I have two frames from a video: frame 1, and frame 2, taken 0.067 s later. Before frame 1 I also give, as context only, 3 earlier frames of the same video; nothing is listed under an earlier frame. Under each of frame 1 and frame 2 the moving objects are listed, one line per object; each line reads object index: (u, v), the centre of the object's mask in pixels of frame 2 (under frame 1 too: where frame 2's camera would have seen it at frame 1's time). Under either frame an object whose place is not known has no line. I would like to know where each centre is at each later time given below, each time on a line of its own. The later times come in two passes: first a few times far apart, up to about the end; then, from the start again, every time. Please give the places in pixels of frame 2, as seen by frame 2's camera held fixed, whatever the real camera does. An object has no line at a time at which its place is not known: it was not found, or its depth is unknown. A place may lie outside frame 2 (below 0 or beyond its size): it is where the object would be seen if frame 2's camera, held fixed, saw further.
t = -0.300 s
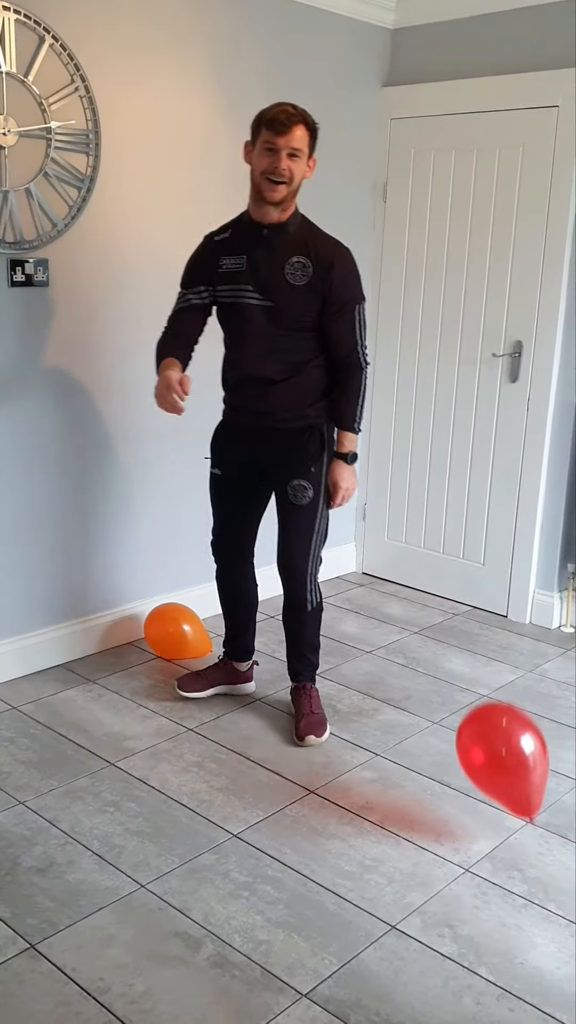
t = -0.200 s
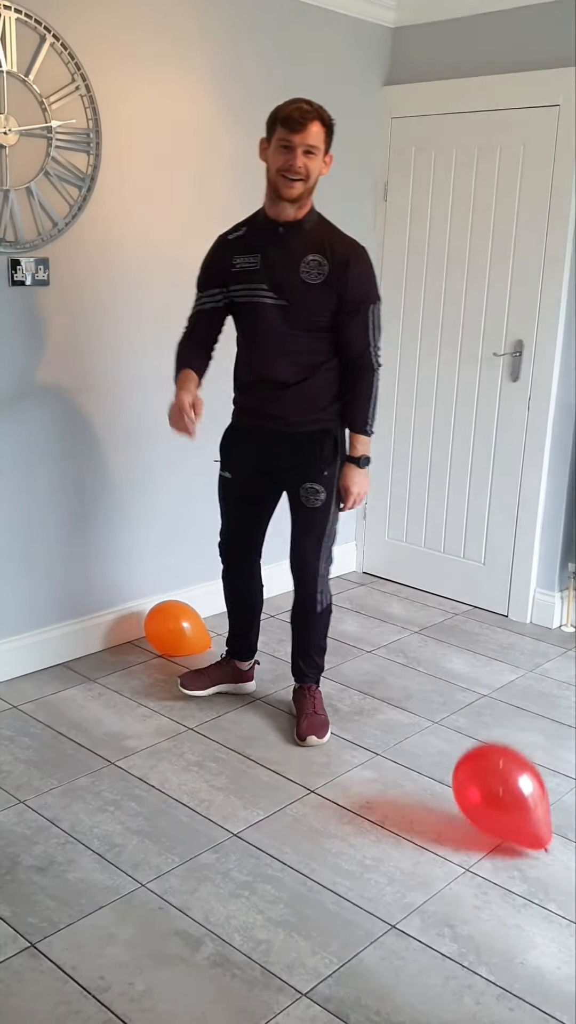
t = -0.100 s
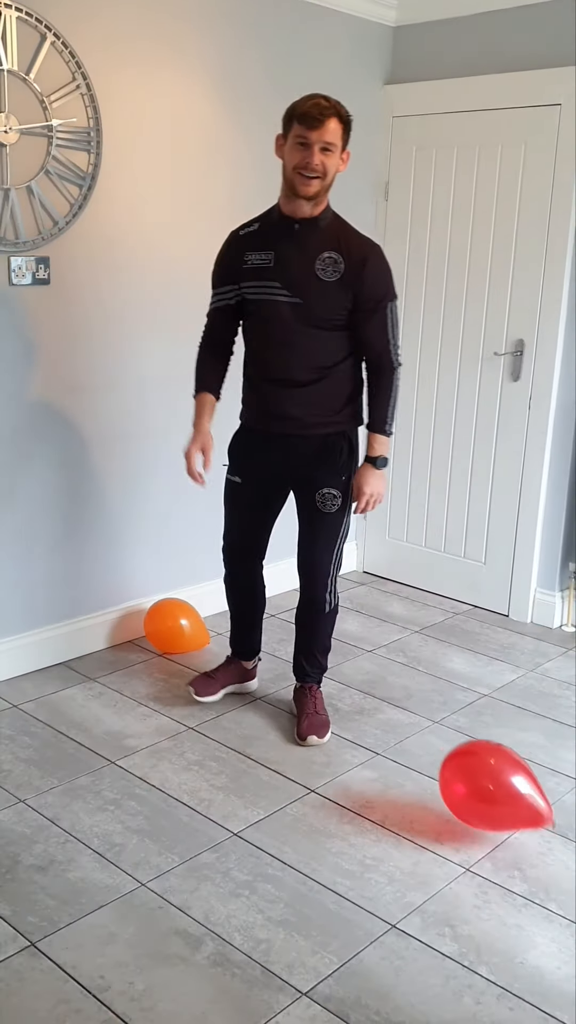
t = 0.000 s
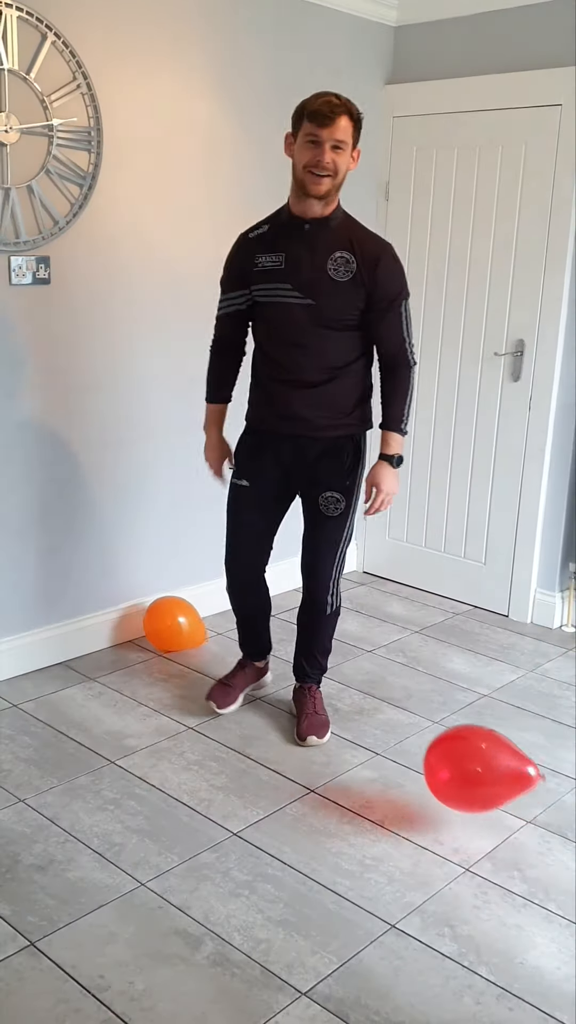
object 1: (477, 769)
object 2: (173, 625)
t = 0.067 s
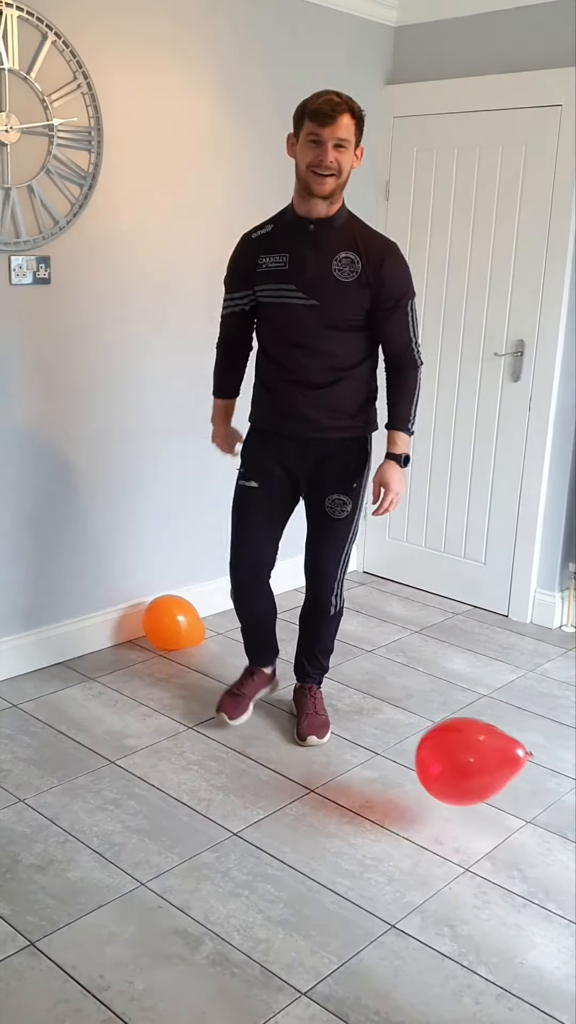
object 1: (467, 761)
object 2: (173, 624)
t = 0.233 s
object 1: (445, 753)
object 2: (170, 621)
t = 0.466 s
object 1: (416, 769)
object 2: (165, 620)
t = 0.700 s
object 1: (407, 751)
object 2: (164, 620)
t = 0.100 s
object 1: (463, 758)
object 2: (172, 623)
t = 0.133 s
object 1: (458, 756)
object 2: (171, 623)
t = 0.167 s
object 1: (454, 754)
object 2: (171, 622)
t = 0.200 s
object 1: (450, 753)
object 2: (171, 622)
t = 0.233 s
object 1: (445, 753)
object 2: (170, 621)
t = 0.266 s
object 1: (441, 753)
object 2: (169, 621)
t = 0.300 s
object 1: (437, 754)
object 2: (169, 621)
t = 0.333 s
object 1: (433, 756)
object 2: (168, 621)
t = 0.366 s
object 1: (429, 758)
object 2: (168, 621)
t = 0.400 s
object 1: (424, 761)
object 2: (167, 620)
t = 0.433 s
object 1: (420, 764)
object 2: (166, 620)
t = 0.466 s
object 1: (416, 769)
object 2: (165, 620)
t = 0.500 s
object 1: (412, 772)
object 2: (165, 620)
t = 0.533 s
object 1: (411, 767)
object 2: (163, 620)
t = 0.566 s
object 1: (411, 763)
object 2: (164, 620)
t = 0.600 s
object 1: (410, 759)
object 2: (163, 620)
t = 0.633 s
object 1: (409, 756)
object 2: (163, 620)
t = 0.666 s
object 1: (408, 753)
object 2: (163, 620)
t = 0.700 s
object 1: (407, 751)
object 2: (164, 620)
